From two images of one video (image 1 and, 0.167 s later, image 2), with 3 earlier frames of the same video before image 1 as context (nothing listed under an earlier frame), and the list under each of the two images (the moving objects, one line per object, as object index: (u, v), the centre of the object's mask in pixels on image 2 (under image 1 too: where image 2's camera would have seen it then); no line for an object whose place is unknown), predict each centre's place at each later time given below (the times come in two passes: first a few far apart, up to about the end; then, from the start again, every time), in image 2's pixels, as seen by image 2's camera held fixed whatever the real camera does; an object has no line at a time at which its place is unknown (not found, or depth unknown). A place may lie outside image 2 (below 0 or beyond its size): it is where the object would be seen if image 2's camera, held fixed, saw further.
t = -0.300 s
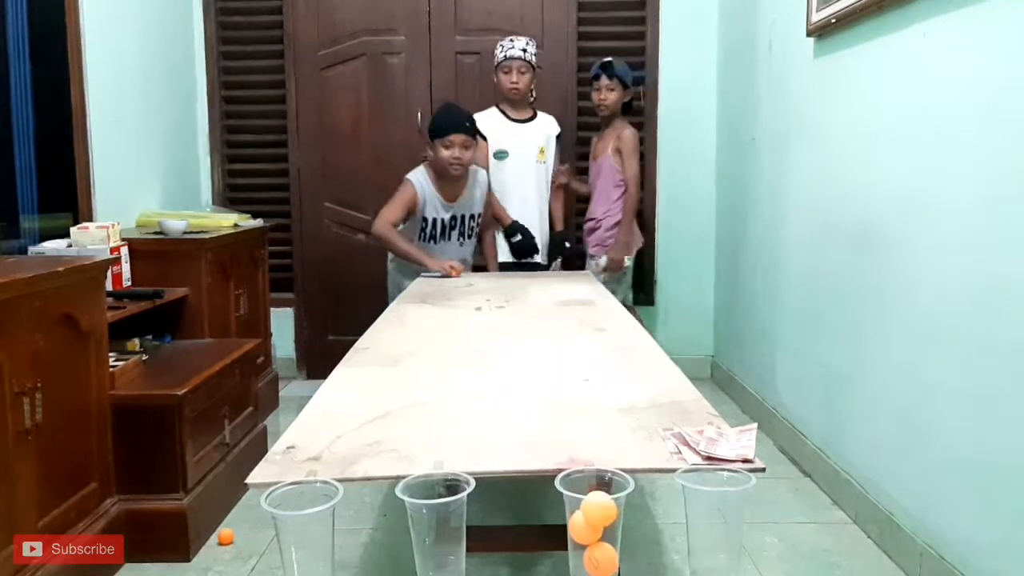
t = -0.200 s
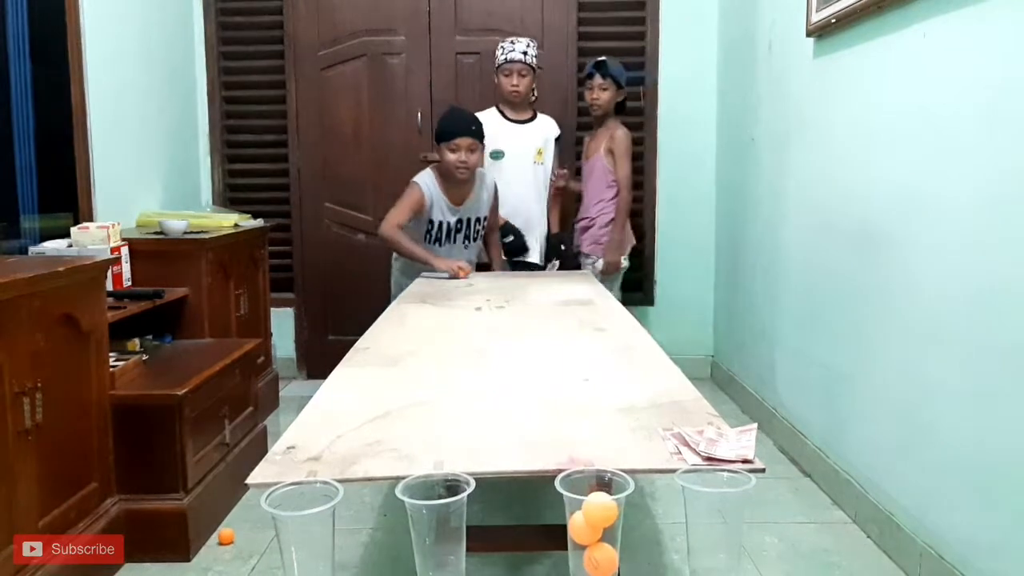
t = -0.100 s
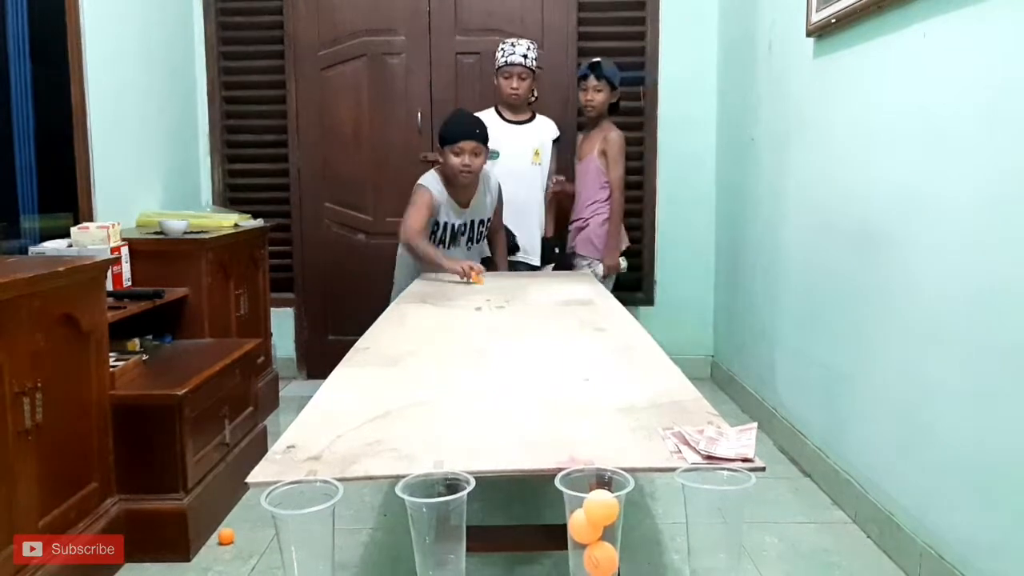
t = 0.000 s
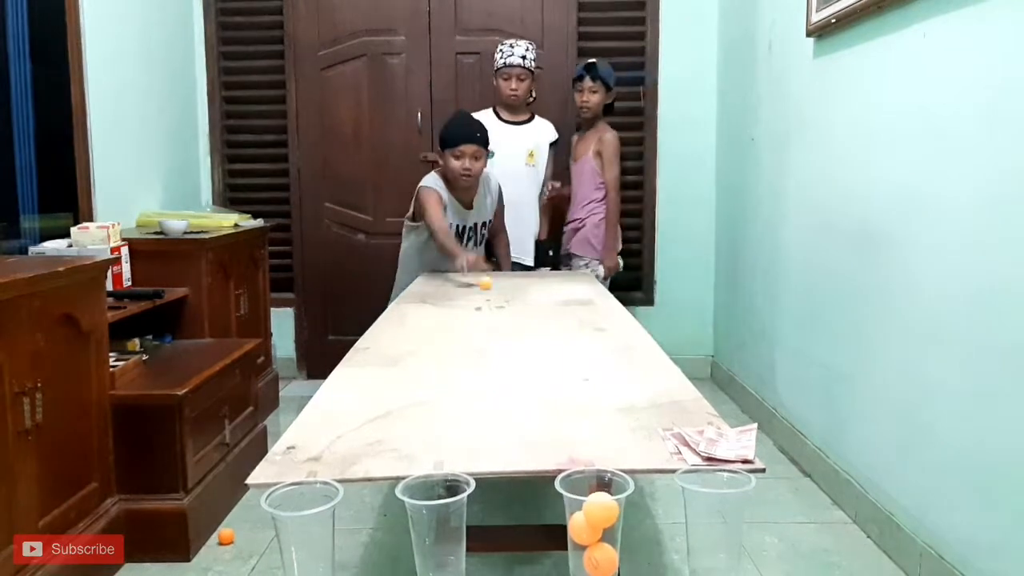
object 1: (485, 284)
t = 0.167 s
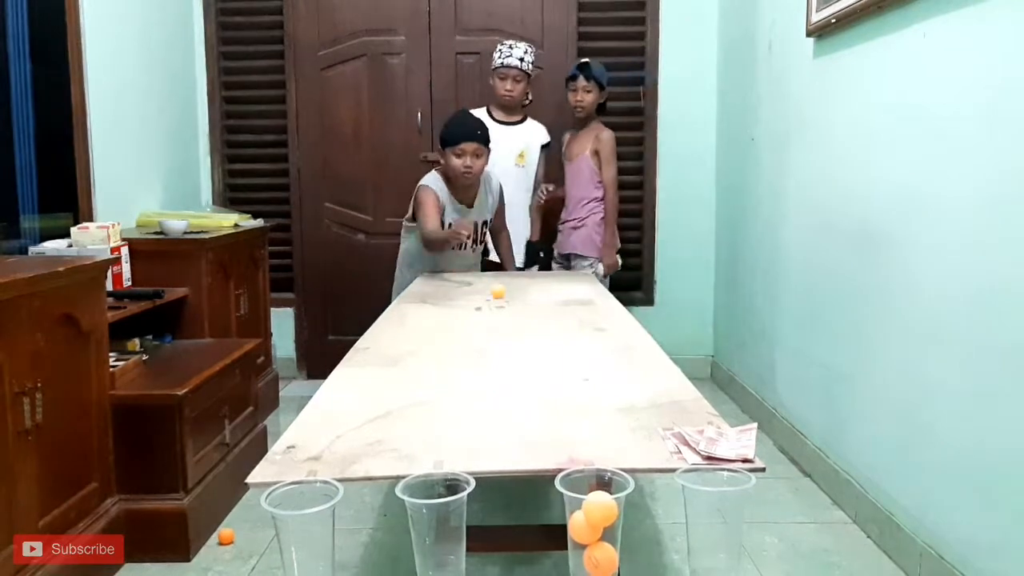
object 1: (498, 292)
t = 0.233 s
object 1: (504, 296)
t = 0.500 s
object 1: (527, 313)
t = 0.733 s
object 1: (553, 330)
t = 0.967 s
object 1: (583, 353)
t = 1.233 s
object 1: (627, 390)
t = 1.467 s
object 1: (668, 426)
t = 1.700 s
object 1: (672, 463)
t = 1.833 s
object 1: (659, 560)
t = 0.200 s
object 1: (501, 295)
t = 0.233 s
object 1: (504, 296)
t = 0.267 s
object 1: (505, 298)
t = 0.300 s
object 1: (508, 300)
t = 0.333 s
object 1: (512, 302)
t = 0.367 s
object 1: (516, 304)
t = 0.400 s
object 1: (517, 306)
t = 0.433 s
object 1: (521, 308)
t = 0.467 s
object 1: (524, 311)
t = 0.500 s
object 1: (527, 313)
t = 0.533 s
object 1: (530, 316)
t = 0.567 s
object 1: (534, 318)
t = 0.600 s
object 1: (538, 320)
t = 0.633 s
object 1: (541, 321)
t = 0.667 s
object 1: (545, 325)
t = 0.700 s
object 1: (549, 327)
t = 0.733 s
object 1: (553, 330)
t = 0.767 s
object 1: (557, 334)
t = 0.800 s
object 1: (561, 337)
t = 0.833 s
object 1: (565, 340)
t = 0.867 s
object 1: (569, 343)
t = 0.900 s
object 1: (574, 347)
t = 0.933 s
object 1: (579, 350)
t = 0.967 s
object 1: (583, 353)
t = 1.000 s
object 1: (588, 357)
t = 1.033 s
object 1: (593, 362)
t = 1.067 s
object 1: (598, 366)
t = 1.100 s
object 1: (603, 371)
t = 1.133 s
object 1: (610, 376)
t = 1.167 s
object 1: (616, 380)
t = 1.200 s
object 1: (621, 384)
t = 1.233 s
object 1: (627, 390)
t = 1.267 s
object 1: (634, 396)
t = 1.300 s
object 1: (640, 401)
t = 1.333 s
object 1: (647, 407)
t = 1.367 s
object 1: (654, 413)
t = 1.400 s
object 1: (661, 418)
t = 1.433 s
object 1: (665, 421)
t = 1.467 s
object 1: (668, 426)
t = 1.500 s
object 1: (671, 431)
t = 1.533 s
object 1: (673, 436)
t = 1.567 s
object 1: (674, 441)
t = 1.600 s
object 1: (674, 446)
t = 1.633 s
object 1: (675, 451)
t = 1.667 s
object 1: (674, 456)
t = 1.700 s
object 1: (672, 463)
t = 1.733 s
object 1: (669, 478)
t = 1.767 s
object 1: (665, 497)
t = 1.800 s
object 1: (662, 531)
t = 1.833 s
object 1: (659, 560)
